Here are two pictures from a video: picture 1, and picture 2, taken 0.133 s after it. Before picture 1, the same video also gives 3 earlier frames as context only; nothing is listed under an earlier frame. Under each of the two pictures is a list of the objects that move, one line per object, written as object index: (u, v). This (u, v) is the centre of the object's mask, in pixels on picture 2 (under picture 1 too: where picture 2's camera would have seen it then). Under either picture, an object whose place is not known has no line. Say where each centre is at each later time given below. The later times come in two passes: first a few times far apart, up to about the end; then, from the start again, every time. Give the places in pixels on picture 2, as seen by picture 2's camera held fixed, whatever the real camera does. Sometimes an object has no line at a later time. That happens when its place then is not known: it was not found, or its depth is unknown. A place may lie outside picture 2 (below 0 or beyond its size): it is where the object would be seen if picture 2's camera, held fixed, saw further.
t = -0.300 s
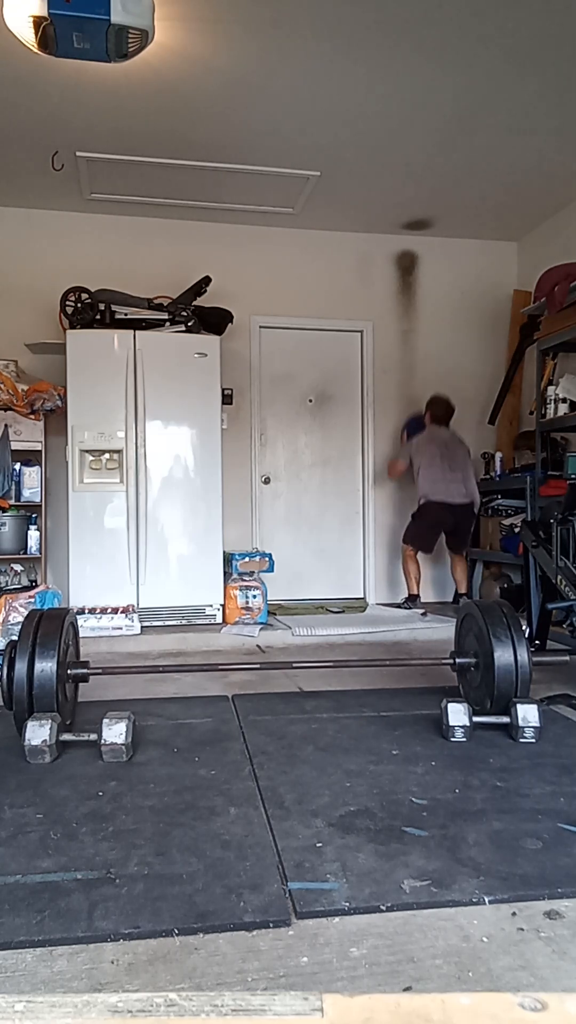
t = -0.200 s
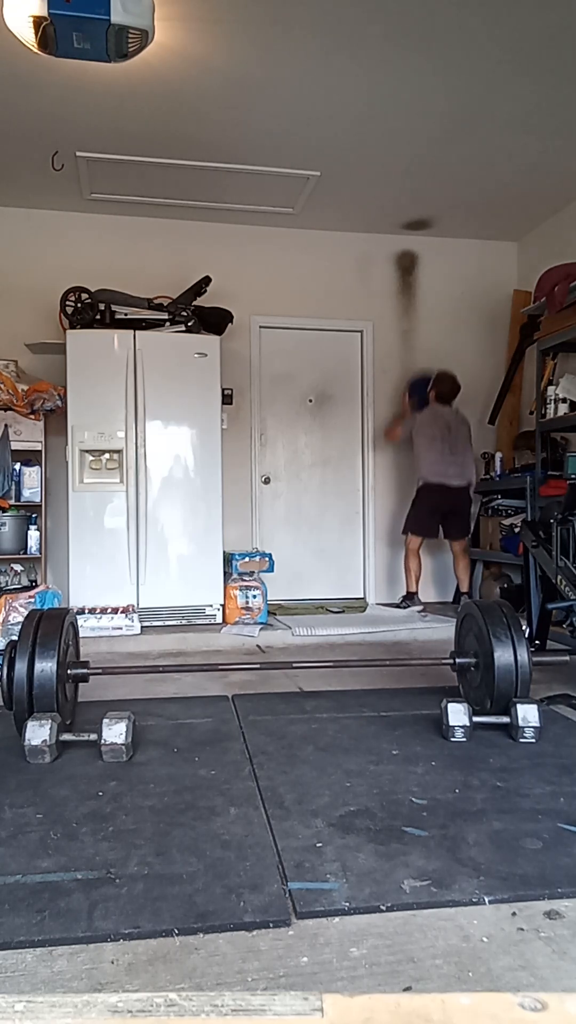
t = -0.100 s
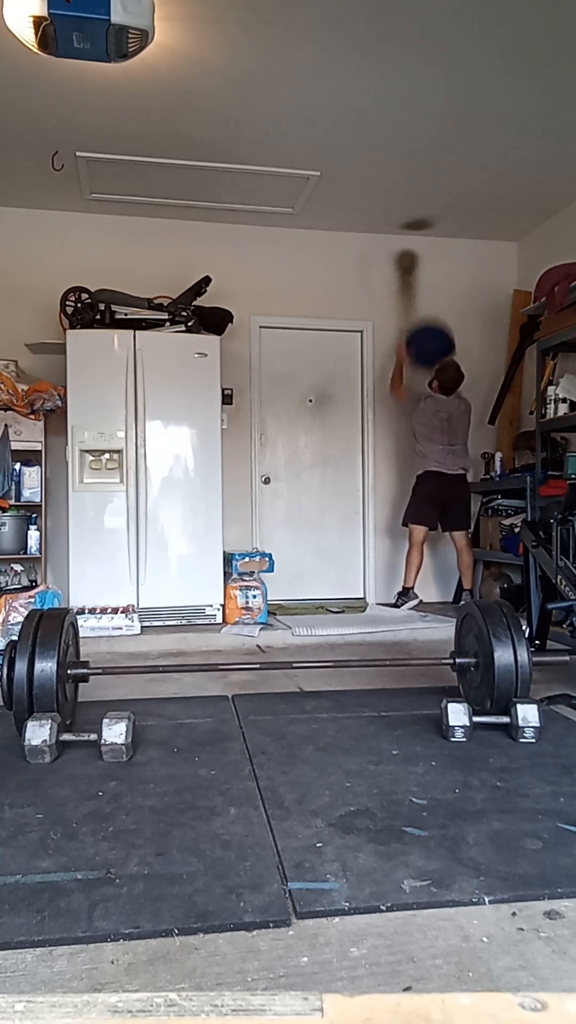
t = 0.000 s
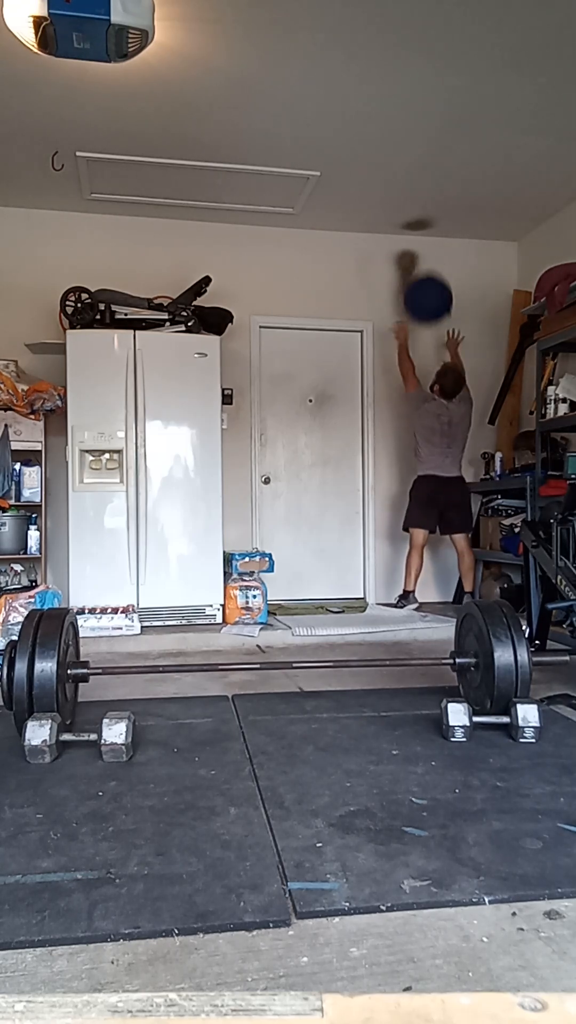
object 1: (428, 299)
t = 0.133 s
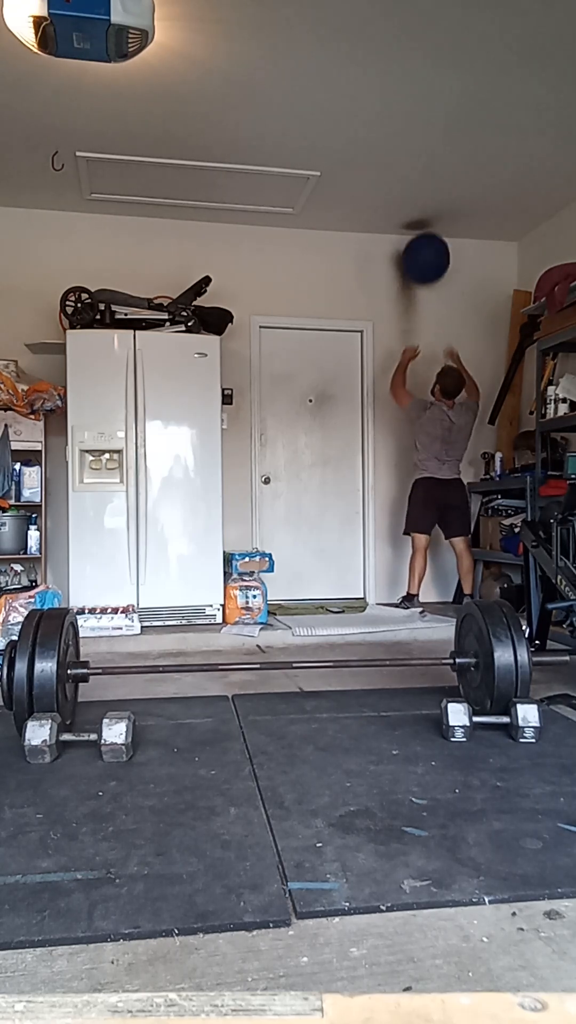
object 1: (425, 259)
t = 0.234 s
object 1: (423, 245)
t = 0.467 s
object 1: (415, 280)
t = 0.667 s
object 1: (410, 362)
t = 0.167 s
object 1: (425, 252)
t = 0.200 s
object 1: (423, 247)
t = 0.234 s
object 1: (423, 245)
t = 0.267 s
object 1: (422, 245)
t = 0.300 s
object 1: (421, 246)
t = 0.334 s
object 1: (420, 250)
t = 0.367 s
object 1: (419, 255)
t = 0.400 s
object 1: (417, 262)
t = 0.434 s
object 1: (416, 271)
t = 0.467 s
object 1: (415, 280)
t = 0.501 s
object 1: (414, 292)
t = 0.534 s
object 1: (413, 304)
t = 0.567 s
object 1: (412, 318)
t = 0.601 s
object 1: (411, 332)
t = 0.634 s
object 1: (411, 347)
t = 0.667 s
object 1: (410, 362)
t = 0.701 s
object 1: (408, 381)
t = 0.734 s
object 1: (406, 397)
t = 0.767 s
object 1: (400, 415)
